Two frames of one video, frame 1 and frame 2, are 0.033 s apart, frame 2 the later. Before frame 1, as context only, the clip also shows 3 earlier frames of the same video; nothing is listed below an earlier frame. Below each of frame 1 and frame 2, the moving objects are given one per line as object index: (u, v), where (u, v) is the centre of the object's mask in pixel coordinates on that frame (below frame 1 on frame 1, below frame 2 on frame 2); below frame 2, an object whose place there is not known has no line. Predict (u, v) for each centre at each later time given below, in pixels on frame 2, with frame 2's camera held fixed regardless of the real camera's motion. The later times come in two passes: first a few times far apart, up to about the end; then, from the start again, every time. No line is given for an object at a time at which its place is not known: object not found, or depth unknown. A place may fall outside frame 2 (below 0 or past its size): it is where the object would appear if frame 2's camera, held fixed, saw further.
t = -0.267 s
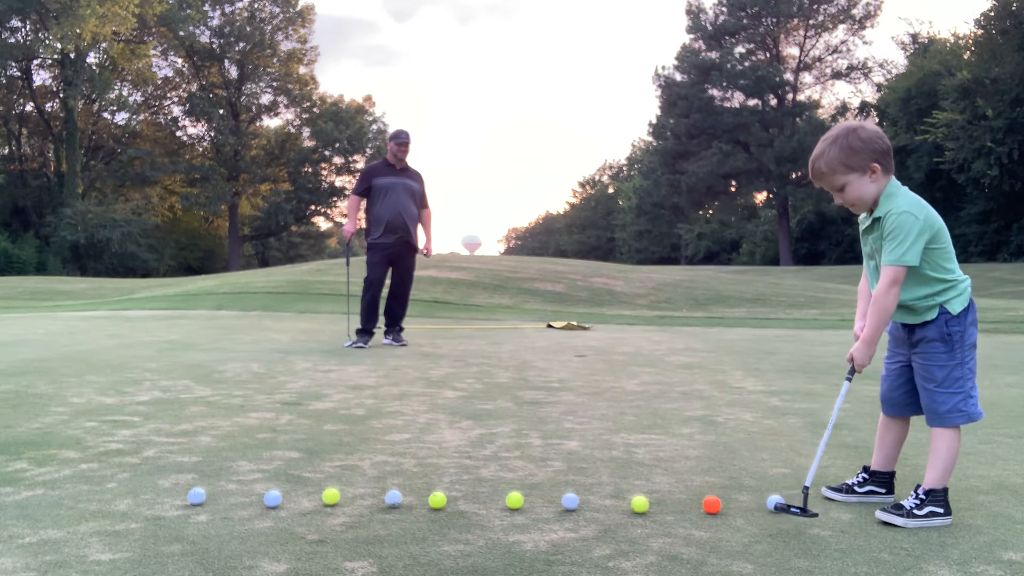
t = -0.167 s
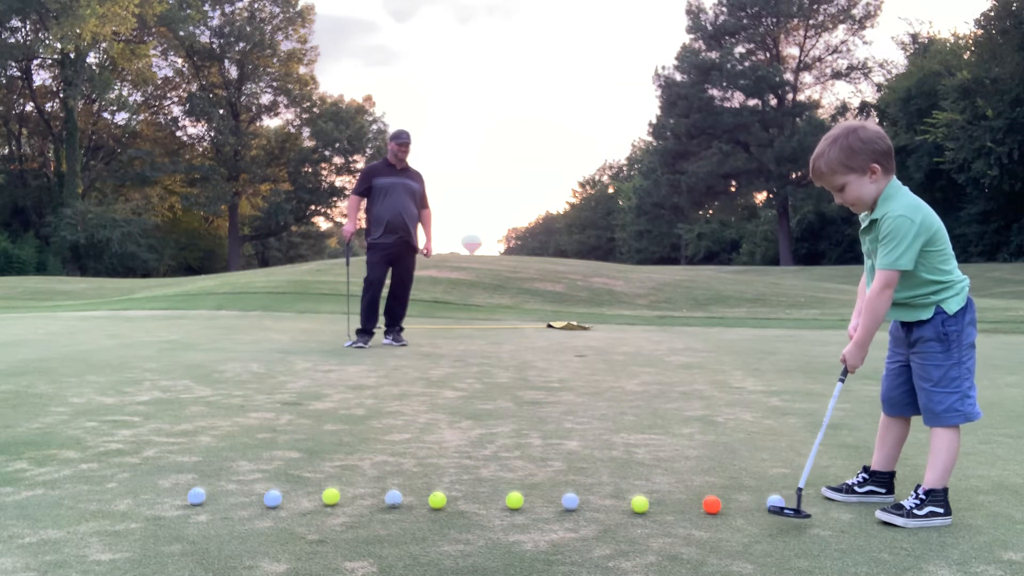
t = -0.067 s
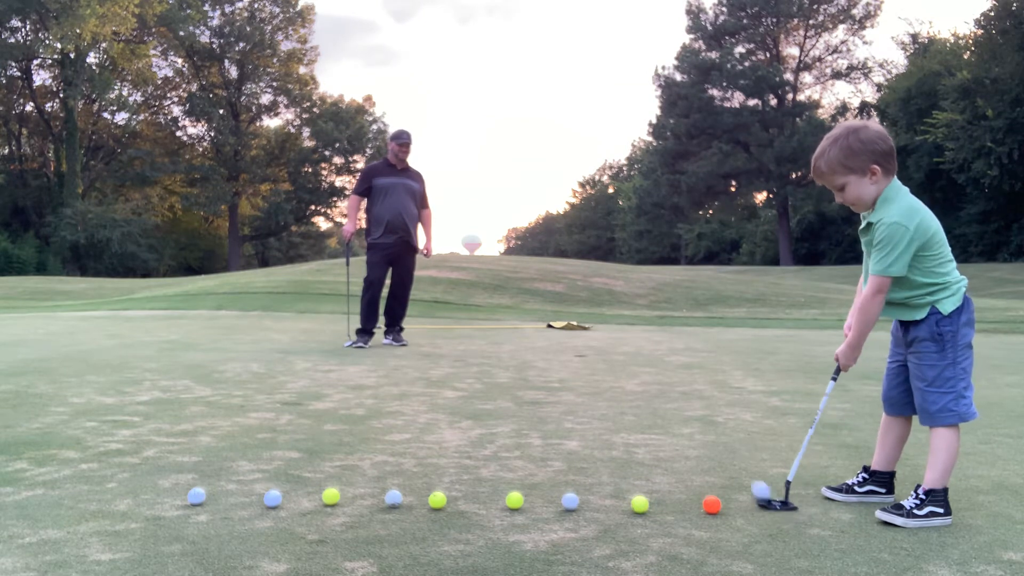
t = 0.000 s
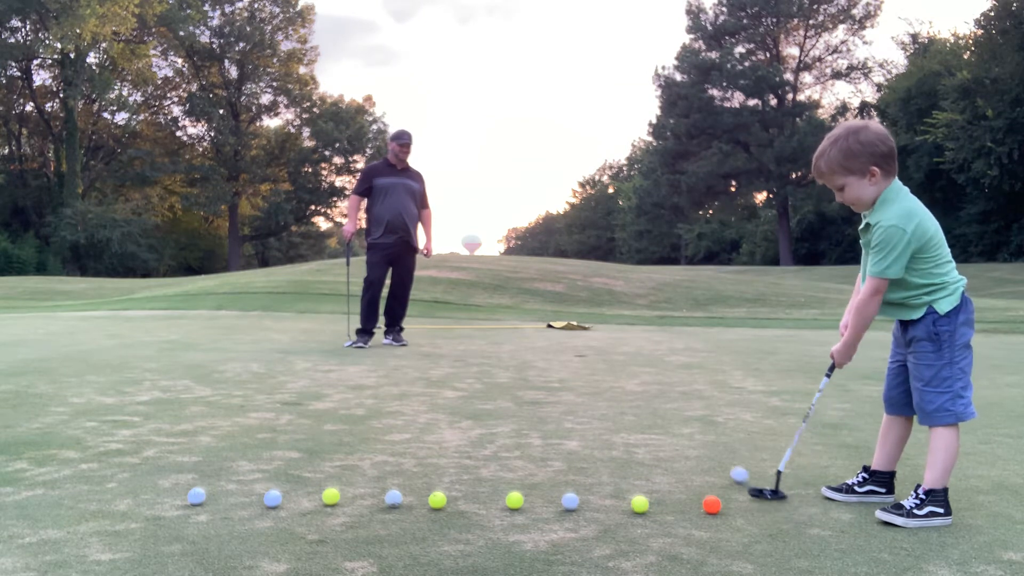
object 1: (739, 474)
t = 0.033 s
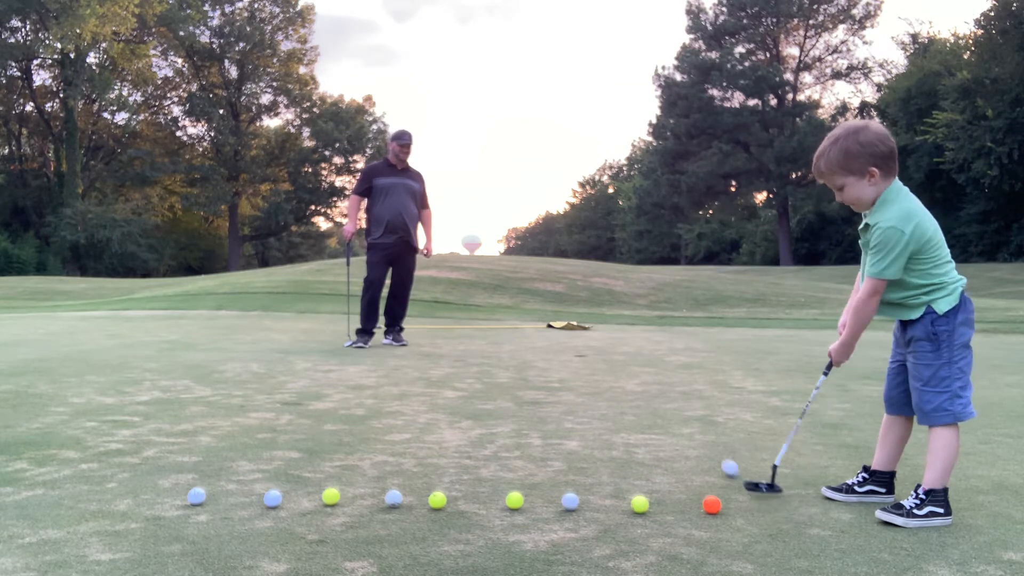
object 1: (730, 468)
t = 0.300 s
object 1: (681, 433)
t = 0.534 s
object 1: (657, 414)
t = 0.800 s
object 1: (636, 399)
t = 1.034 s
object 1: (623, 389)
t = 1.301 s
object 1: (613, 380)
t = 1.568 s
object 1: (604, 373)
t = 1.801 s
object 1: (600, 368)
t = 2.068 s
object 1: (596, 365)
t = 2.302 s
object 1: (593, 361)
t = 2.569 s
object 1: (592, 359)
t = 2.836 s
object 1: (589, 357)
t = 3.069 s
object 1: (588, 357)
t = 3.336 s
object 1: (591, 356)
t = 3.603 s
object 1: (591, 356)
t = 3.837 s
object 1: (591, 356)
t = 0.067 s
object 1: (721, 461)
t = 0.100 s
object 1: (714, 456)
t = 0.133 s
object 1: (707, 451)
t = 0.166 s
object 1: (701, 447)
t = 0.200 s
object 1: (696, 443)
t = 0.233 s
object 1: (691, 439)
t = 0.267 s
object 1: (685, 436)
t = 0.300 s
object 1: (681, 433)
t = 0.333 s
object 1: (677, 430)
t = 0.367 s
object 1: (673, 427)
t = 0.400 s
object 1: (670, 425)
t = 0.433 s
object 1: (666, 421)
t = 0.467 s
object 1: (663, 418)
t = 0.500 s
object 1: (659, 416)
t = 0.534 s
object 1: (657, 414)
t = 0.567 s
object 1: (654, 412)
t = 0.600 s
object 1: (651, 410)
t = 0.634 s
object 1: (648, 408)
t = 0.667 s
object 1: (646, 406)
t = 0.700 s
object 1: (643, 404)
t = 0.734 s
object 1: (641, 403)
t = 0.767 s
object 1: (638, 401)
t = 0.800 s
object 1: (636, 399)
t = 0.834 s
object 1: (634, 398)
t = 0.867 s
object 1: (632, 396)
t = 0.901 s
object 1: (630, 395)
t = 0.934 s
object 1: (628, 393)
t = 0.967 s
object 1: (627, 392)
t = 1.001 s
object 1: (625, 390)
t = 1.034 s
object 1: (623, 389)
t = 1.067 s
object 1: (622, 388)
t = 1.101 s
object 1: (620, 387)
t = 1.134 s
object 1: (619, 386)
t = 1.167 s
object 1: (618, 384)
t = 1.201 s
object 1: (616, 384)
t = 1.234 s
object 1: (615, 382)
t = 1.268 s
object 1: (614, 382)
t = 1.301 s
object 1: (613, 380)
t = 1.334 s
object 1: (611, 379)
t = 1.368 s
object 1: (610, 378)
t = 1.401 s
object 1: (609, 377)
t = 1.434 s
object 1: (608, 376)
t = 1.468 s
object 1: (607, 376)
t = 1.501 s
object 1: (606, 374)
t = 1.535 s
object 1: (605, 374)
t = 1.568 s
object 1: (604, 373)
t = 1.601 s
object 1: (604, 372)
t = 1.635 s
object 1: (604, 372)
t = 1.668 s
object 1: (602, 371)
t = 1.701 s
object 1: (602, 370)
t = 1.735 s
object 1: (601, 370)
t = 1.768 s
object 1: (601, 369)
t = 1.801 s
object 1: (600, 368)
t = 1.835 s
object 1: (599, 368)
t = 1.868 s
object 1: (599, 367)
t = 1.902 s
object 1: (598, 367)
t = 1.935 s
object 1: (598, 366)
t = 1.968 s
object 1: (597, 366)
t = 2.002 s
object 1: (597, 365)
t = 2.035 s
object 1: (596, 365)
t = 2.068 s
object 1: (596, 365)
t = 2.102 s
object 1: (595, 364)
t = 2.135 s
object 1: (595, 363)
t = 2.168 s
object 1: (595, 363)
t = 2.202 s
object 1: (595, 362)
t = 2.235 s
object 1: (594, 362)
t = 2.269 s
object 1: (594, 362)
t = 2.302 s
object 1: (593, 361)
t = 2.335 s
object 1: (593, 361)
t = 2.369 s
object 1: (593, 361)
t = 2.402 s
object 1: (592, 360)
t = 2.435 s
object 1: (592, 359)
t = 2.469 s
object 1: (592, 359)
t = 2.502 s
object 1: (592, 359)
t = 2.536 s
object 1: (592, 359)
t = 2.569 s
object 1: (592, 359)
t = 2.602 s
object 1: (592, 359)
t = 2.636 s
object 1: (591, 358)
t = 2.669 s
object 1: (591, 358)
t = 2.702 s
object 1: (590, 358)
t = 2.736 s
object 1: (590, 358)
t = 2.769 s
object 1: (590, 358)
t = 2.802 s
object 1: (589, 358)
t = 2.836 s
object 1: (589, 357)
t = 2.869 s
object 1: (589, 357)
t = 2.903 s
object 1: (589, 357)
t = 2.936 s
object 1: (589, 357)
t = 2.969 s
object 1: (589, 357)
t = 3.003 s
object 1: (589, 357)
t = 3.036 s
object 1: (588, 357)
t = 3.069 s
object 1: (588, 357)
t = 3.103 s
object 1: (588, 357)
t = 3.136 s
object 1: (589, 356)
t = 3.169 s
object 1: (589, 356)
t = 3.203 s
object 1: (589, 356)
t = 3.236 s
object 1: (589, 356)
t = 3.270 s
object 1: (590, 356)
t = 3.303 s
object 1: (591, 356)
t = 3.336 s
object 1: (591, 356)
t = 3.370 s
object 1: (591, 356)
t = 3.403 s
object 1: (591, 356)
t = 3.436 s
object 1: (591, 356)
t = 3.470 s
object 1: (591, 356)
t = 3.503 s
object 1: (591, 356)
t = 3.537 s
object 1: (591, 356)
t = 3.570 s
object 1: (591, 356)
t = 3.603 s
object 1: (591, 356)
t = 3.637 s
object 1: (591, 356)
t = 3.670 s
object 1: (591, 356)
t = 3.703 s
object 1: (591, 356)
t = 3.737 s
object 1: (591, 356)
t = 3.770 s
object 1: (591, 356)
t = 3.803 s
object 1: (591, 356)
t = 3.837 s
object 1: (591, 356)
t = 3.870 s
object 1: (591, 356)
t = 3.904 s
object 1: (591, 356)
